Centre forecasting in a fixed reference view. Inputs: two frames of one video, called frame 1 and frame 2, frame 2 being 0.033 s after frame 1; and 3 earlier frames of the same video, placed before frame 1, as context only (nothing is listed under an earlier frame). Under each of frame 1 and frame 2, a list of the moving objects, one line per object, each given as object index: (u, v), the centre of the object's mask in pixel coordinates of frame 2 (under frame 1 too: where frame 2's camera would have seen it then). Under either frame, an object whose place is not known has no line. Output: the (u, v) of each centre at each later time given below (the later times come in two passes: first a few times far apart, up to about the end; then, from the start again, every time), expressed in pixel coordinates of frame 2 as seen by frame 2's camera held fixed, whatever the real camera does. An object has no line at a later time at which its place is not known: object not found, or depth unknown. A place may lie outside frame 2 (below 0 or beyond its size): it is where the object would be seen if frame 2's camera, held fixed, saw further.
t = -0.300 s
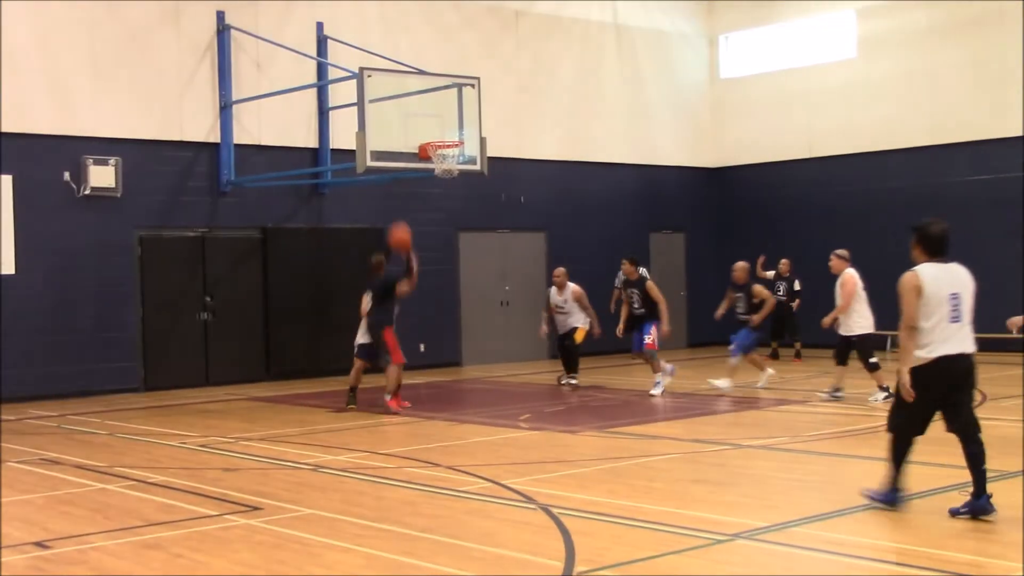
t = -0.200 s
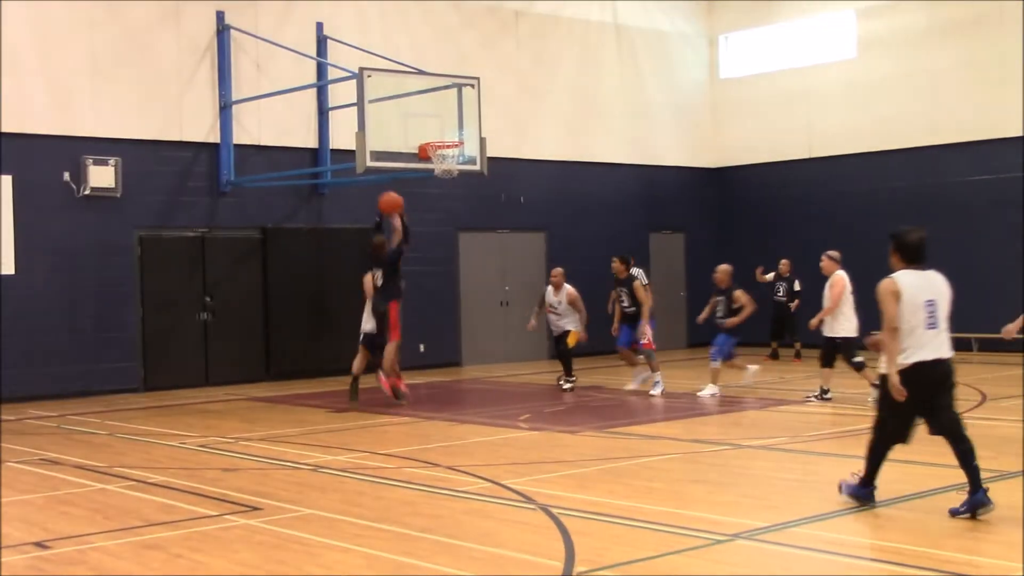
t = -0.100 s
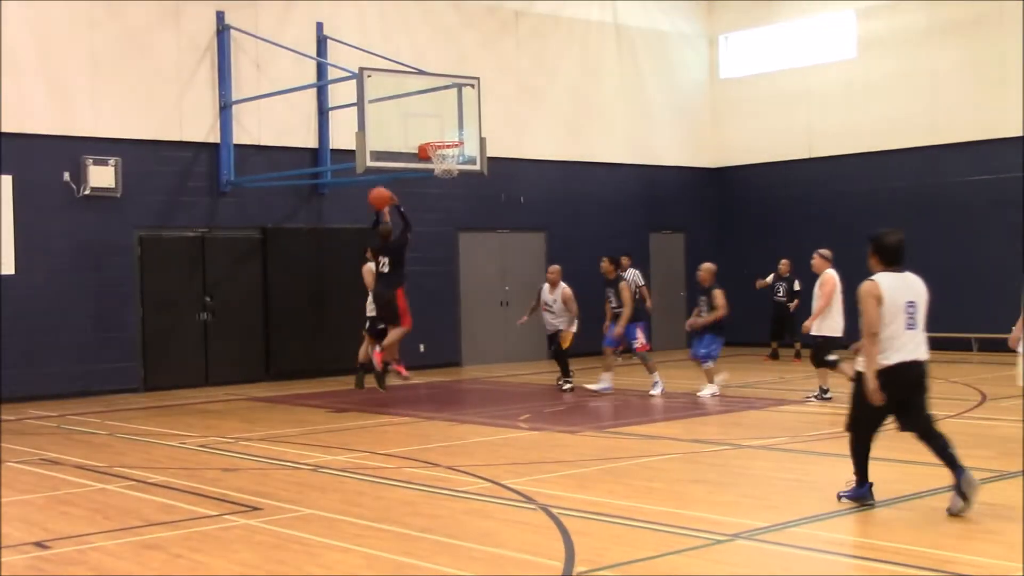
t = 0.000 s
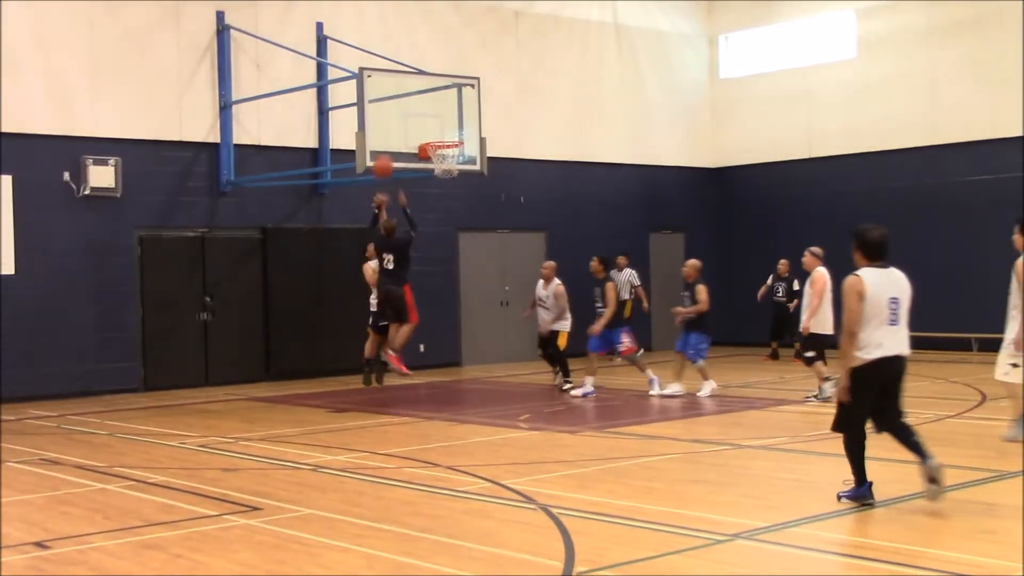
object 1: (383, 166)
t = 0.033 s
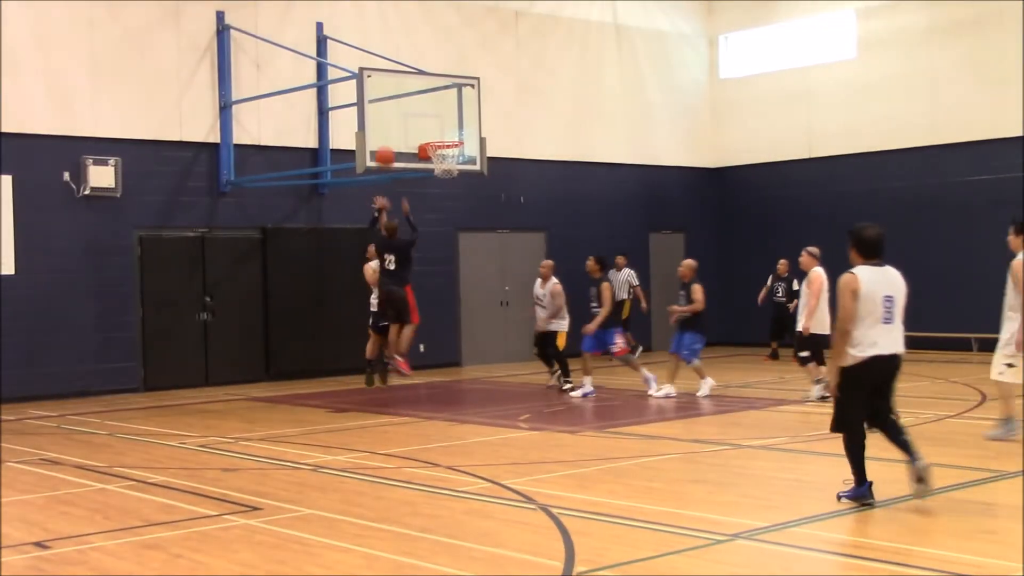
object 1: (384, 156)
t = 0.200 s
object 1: (395, 120)
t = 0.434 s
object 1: (409, 109)
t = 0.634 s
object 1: (432, 128)
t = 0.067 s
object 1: (387, 148)
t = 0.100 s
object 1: (389, 139)
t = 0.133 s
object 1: (391, 131)
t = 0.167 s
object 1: (393, 125)
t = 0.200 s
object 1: (395, 120)
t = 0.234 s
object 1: (397, 115)
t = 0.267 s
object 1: (399, 112)
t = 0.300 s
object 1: (401, 110)
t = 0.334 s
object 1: (403, 108)
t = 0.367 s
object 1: (405, 107)
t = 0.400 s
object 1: (407, 108)
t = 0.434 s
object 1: (409, 109)
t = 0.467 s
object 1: (411, 111)
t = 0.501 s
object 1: (413, 114)
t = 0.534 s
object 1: (418, 116)
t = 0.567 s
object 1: (422, 119)
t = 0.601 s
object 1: (427, 123)
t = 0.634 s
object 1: (432, 128)
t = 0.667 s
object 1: (437, 133)
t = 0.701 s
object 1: (442, 137)
